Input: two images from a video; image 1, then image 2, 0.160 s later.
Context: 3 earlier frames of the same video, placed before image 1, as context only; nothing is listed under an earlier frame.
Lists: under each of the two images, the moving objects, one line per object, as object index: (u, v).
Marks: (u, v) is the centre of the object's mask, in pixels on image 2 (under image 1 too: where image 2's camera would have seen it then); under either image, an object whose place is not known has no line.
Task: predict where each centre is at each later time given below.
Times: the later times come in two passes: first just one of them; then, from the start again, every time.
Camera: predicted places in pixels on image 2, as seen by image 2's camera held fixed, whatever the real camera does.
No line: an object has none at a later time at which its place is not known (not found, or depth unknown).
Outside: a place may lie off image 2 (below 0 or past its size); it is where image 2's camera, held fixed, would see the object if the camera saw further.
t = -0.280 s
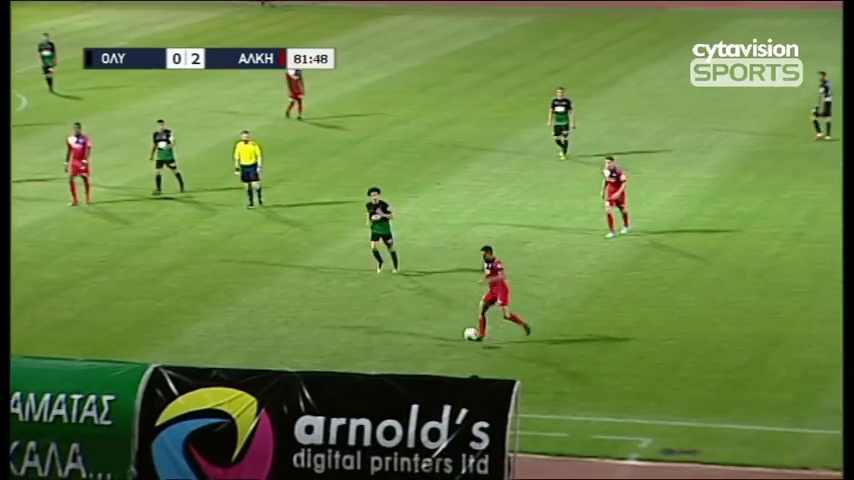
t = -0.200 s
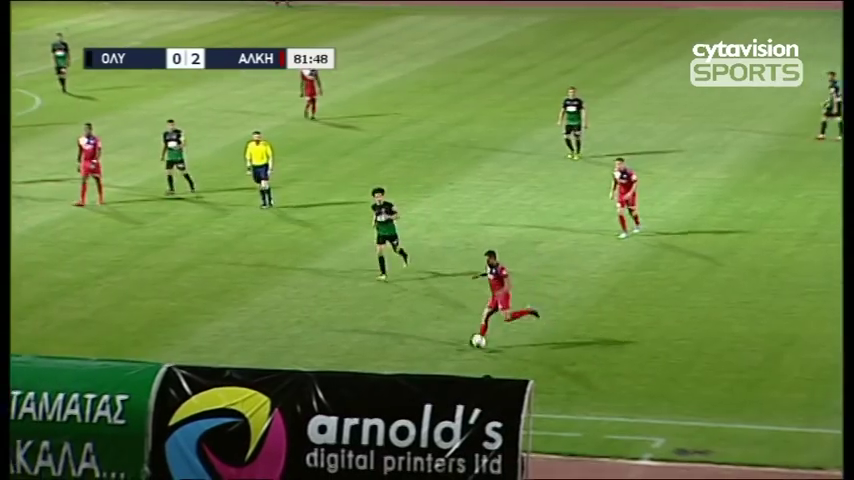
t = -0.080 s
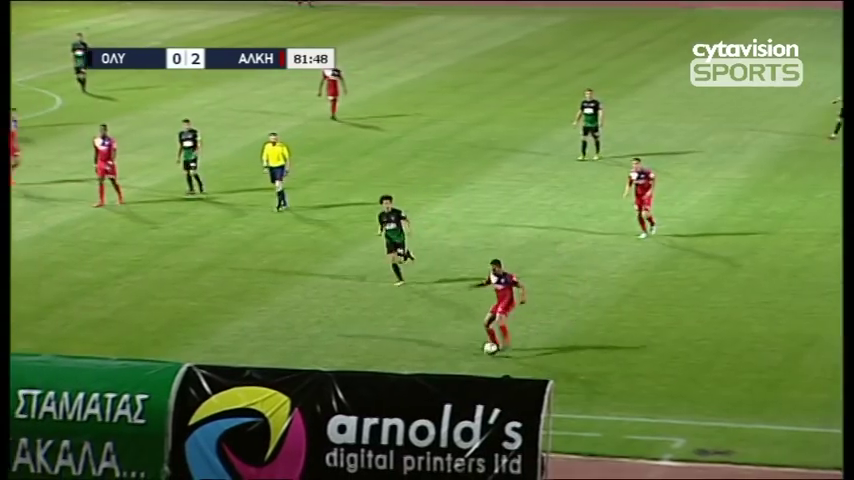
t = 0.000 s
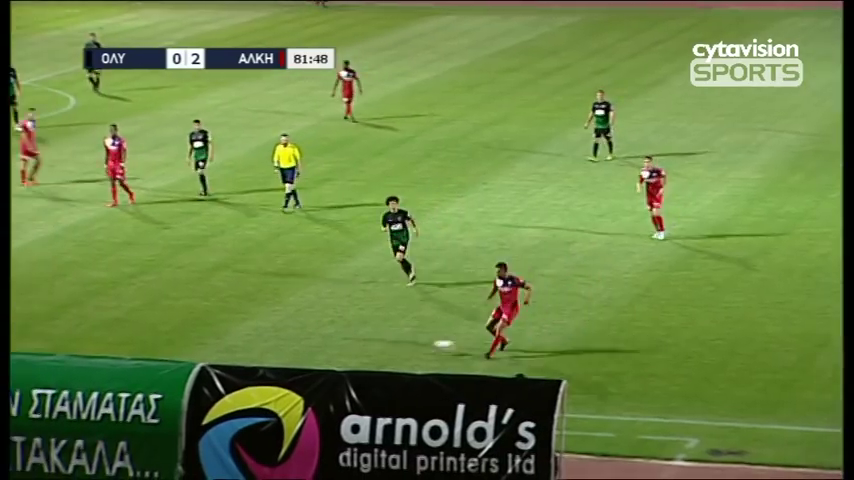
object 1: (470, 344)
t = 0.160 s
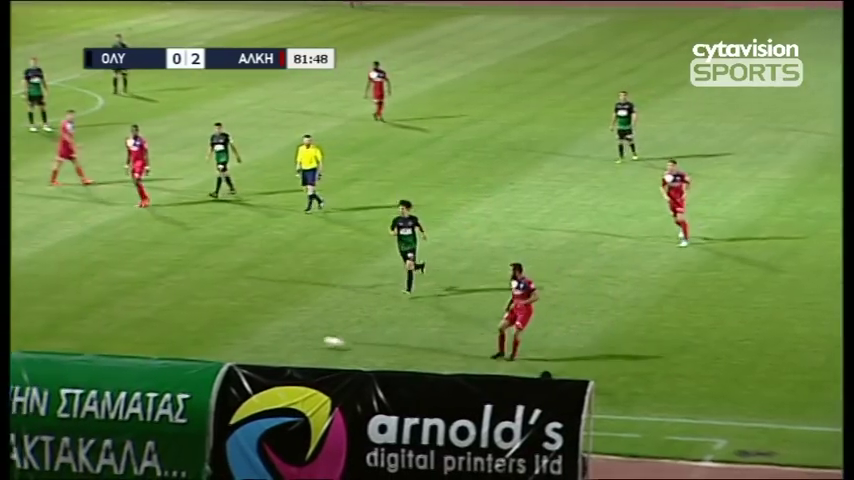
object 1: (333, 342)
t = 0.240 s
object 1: (270, 339)
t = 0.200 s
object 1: (302, 340)
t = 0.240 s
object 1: (270, 339)
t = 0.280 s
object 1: (239, 337)
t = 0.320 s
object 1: (209, 337)
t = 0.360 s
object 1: (180, 337)
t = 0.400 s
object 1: (152, 334)
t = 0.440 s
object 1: (126, 332)
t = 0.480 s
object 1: (99, 330)
